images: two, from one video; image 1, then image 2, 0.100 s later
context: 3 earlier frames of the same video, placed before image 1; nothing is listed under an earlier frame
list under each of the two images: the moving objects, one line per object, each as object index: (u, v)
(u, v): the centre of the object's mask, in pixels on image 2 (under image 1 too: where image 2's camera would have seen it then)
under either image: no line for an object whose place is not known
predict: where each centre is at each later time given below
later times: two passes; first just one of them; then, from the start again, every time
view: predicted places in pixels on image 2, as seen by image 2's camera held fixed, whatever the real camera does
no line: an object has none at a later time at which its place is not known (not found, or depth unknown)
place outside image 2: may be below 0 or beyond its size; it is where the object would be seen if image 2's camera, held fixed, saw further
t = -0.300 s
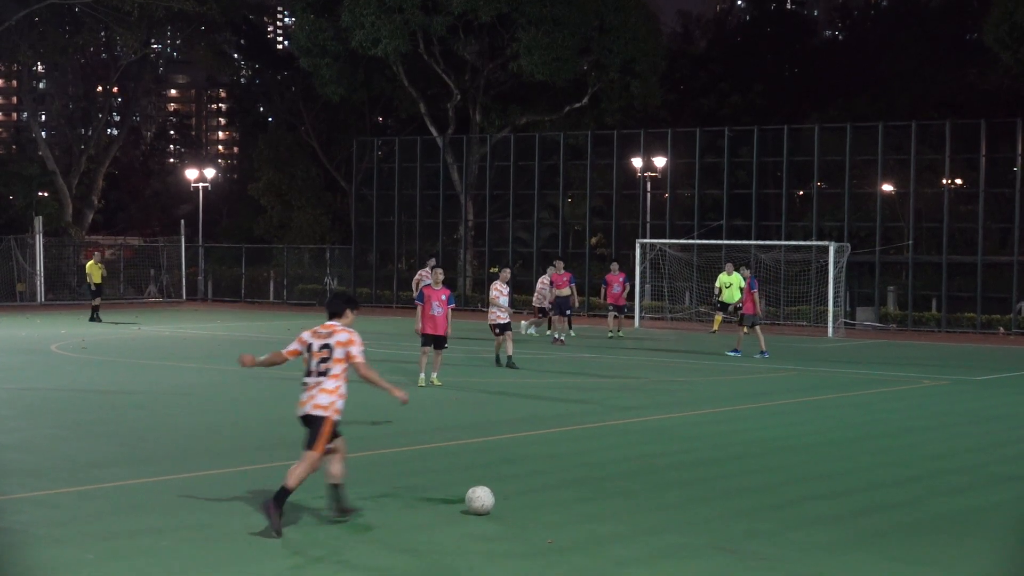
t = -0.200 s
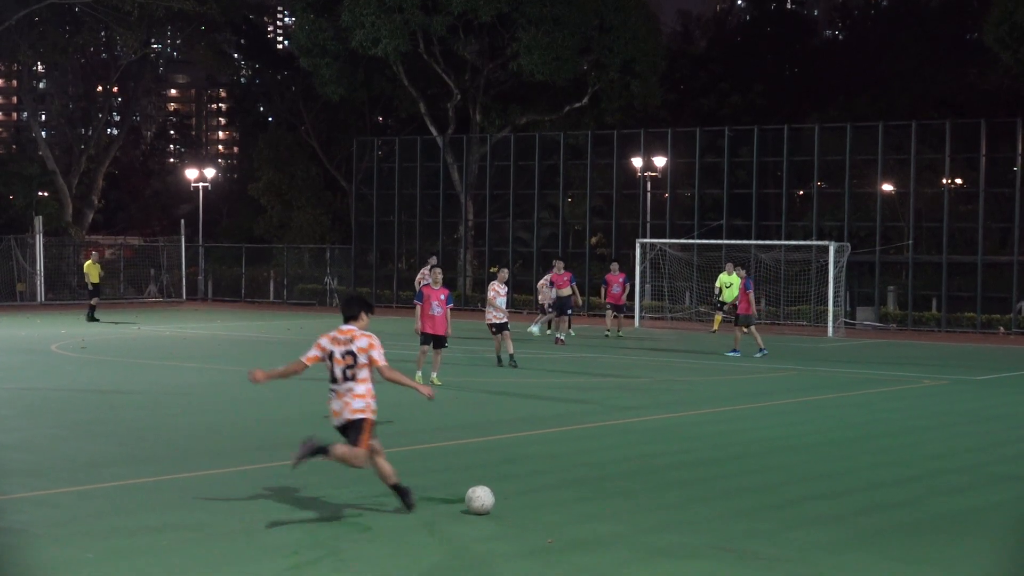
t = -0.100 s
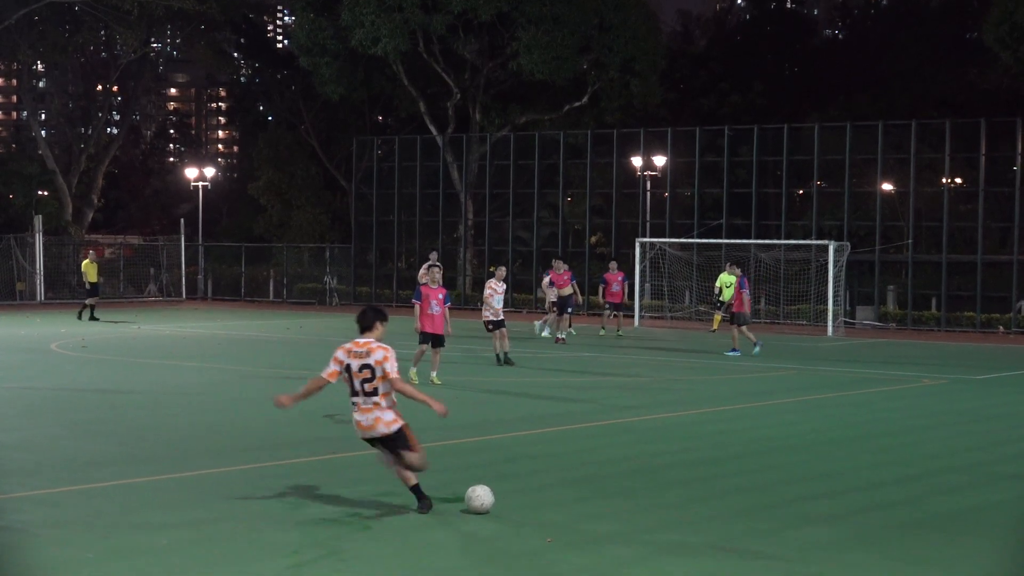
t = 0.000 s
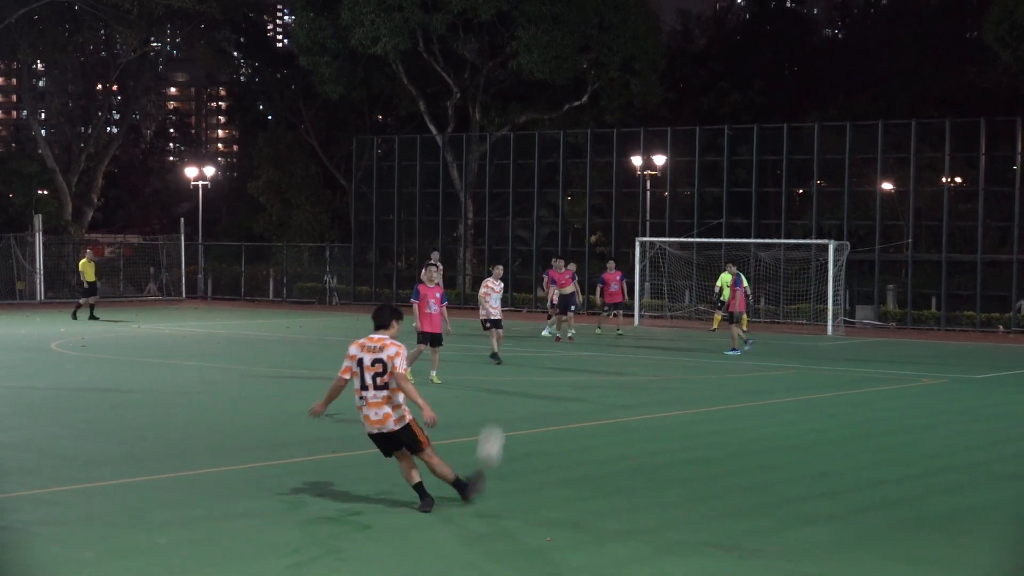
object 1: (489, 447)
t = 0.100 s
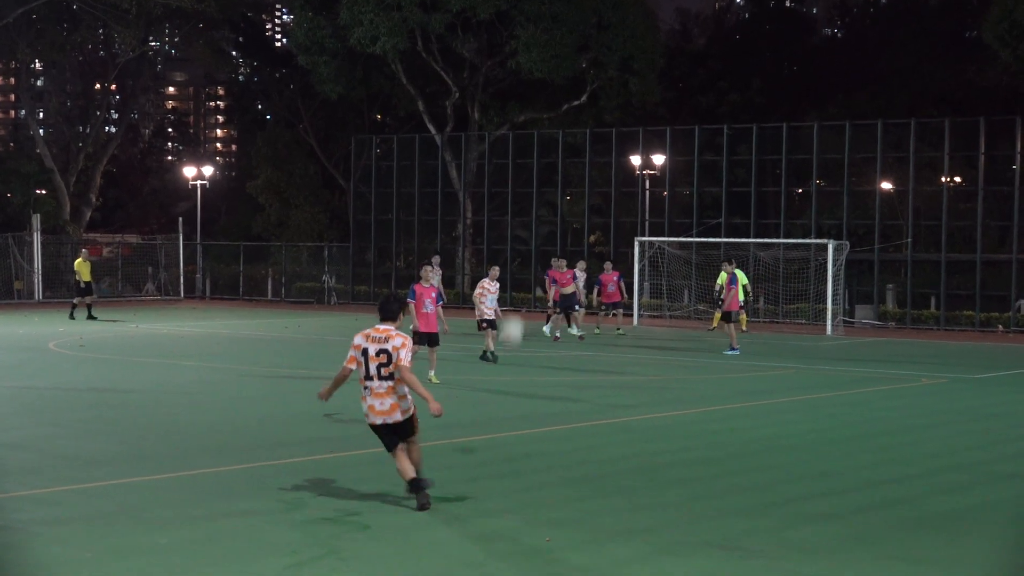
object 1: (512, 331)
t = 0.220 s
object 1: (526, 235)
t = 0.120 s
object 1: (515, 311)
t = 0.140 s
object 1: (517, 295)
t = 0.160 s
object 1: (520, 278)
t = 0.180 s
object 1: (522, 264)
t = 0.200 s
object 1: (524, 249)
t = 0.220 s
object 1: (526, 235)
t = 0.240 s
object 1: (527, 222)
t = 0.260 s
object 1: (529, 210)
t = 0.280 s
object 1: (530, 199)
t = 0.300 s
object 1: (531, 187)
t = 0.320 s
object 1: (532, 177)
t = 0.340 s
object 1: (532, 168)
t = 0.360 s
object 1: (533, 159)
